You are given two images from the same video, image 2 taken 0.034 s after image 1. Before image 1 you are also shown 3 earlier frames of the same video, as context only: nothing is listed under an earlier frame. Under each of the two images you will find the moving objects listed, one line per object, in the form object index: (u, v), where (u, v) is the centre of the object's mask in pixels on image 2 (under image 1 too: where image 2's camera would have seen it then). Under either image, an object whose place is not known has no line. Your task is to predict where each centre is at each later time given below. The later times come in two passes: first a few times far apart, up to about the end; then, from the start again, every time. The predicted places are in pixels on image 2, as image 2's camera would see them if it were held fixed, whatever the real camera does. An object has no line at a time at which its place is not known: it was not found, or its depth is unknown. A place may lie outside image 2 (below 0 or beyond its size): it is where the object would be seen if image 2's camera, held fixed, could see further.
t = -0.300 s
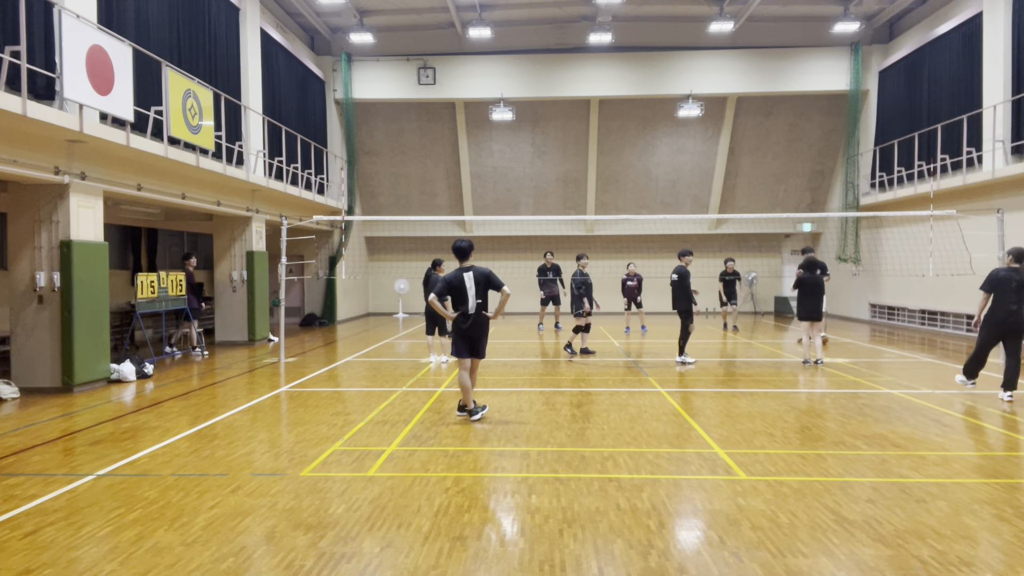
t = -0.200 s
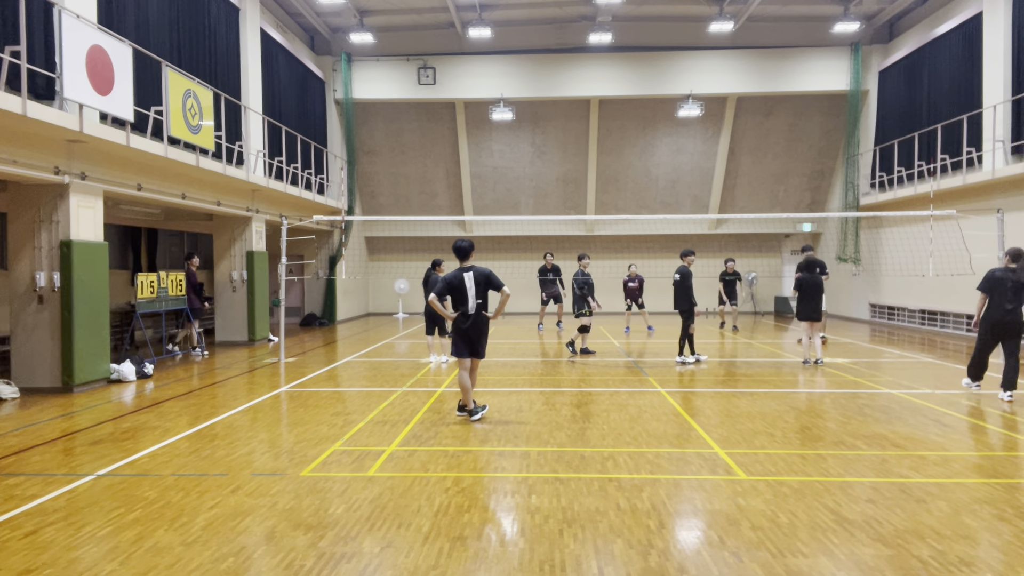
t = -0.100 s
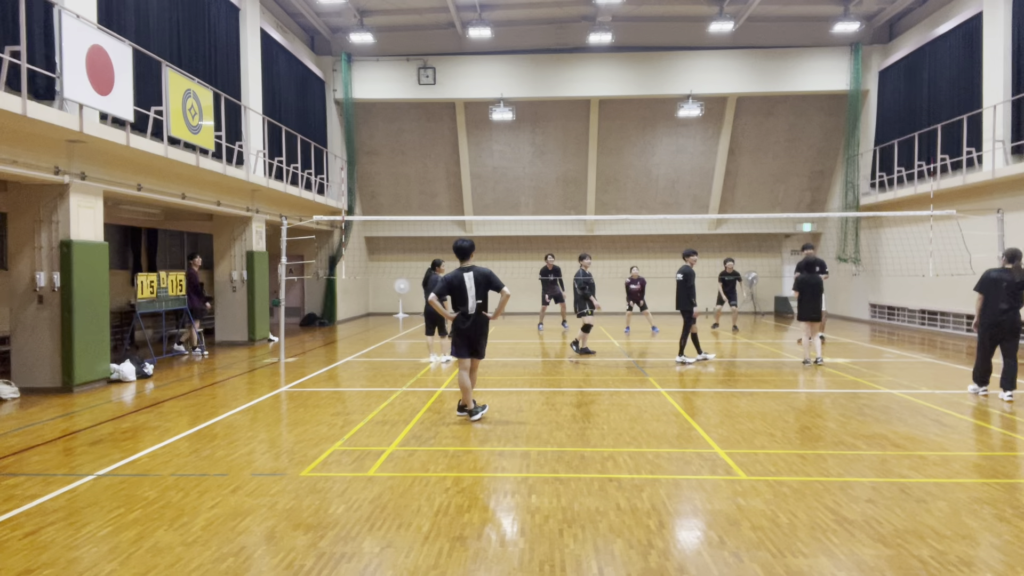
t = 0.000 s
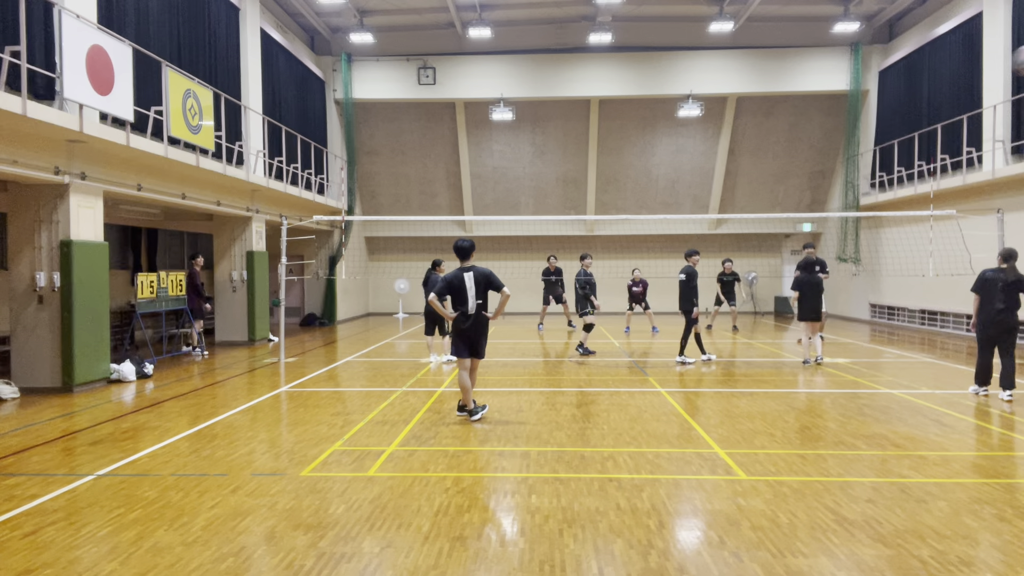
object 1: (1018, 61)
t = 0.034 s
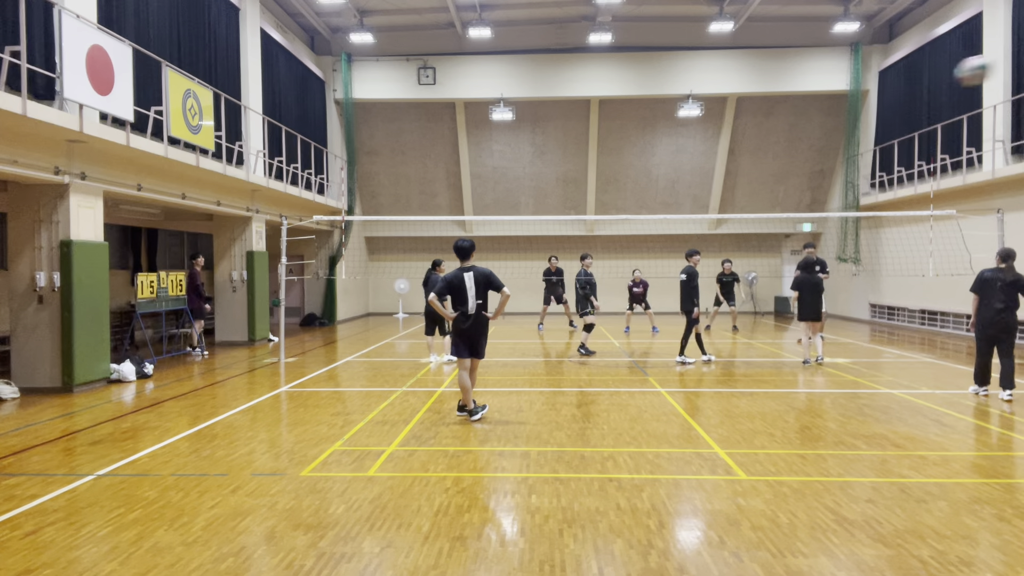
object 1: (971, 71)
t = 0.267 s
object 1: (740, 139)
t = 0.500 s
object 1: (638, 199)
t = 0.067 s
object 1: (926, 81)
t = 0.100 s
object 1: (886, 91)
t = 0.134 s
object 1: (847, 101)
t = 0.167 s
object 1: (815, 110)
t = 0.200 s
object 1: (787, 120)
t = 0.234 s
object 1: (761, 129)
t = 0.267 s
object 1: (740, 139)
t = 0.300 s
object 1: (720, 148)
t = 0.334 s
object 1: (702, 157)
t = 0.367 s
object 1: (687, 165)
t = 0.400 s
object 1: (673, 174)
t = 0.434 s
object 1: (660, 182)
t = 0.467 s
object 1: (649, 190)
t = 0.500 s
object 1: (638, 199)
